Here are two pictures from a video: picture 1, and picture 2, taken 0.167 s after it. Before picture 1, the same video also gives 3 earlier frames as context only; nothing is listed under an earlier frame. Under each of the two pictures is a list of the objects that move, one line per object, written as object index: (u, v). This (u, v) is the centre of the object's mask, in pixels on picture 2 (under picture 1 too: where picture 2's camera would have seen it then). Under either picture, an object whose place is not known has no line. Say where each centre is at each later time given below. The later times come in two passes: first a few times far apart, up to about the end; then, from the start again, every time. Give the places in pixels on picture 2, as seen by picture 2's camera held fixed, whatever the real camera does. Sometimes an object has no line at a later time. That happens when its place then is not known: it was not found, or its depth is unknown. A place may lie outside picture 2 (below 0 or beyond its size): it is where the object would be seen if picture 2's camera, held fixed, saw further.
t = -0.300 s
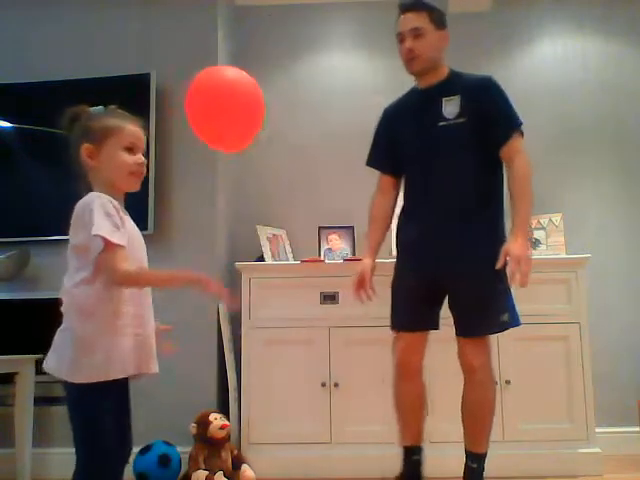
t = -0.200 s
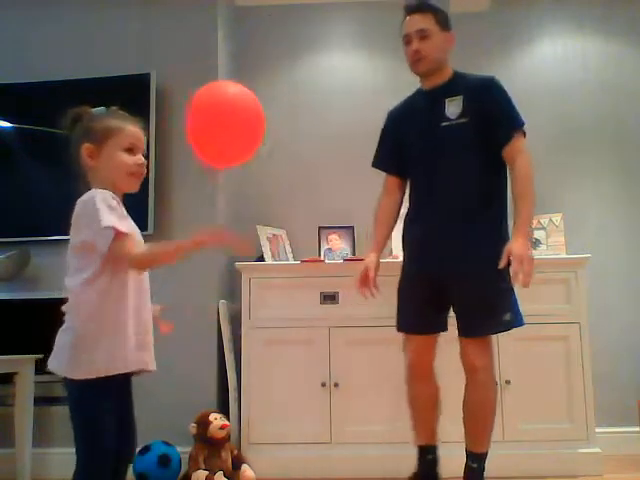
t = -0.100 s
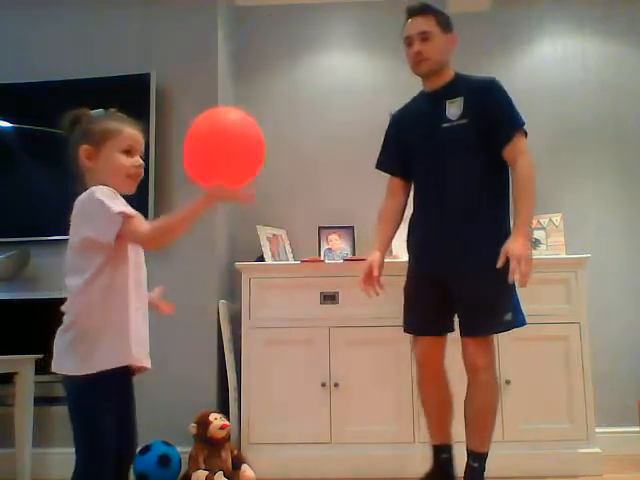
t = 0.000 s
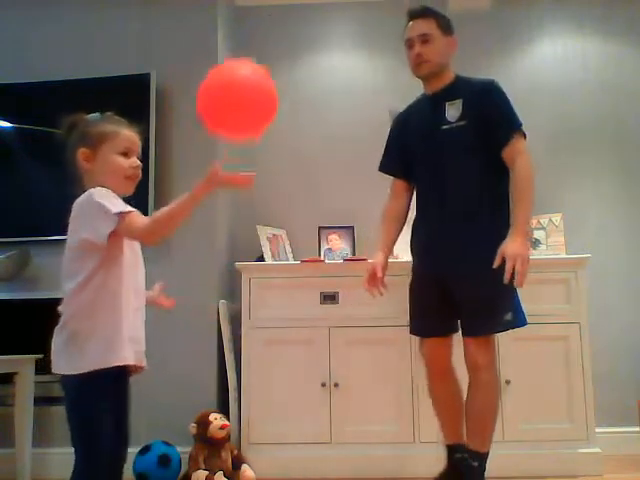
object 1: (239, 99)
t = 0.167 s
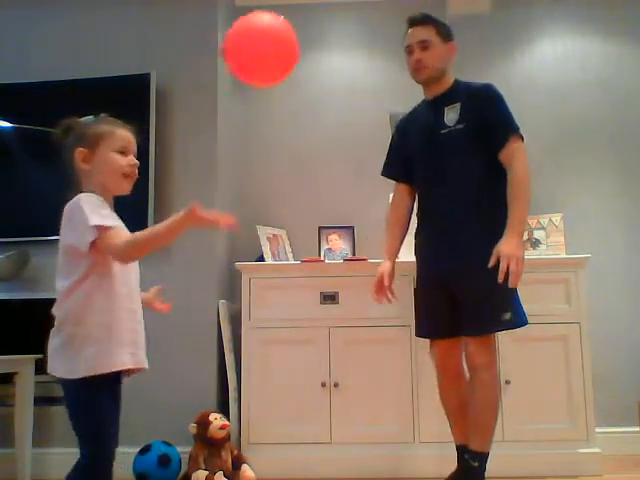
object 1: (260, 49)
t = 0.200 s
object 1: (264, 44)
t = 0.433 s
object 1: (290, 47)
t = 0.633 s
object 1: (305, 98)
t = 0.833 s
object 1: (323, 182)
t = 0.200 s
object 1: (264, 44)
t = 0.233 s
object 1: (269, 41)
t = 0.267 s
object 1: (274, 38)
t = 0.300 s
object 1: (277, 38)
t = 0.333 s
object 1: (280, 39)
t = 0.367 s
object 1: (284, 40)
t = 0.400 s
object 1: (288, 43)
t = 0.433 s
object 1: (290, 47)
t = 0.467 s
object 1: (293, 53)
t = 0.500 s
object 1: (296, 60)
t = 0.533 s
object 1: (298, 68)
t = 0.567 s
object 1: (301, 76)
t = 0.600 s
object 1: (303, 86)
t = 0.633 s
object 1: (305, 98)
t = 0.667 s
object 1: (308, 110)
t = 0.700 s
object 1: (311, 122)
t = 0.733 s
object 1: (313, 136)
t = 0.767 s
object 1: (317, 150)
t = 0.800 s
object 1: (320, 165)
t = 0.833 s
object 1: (323, 182)
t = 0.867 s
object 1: (326, 197)
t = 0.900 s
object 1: (330, 212)
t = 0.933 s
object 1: (334, 228)
